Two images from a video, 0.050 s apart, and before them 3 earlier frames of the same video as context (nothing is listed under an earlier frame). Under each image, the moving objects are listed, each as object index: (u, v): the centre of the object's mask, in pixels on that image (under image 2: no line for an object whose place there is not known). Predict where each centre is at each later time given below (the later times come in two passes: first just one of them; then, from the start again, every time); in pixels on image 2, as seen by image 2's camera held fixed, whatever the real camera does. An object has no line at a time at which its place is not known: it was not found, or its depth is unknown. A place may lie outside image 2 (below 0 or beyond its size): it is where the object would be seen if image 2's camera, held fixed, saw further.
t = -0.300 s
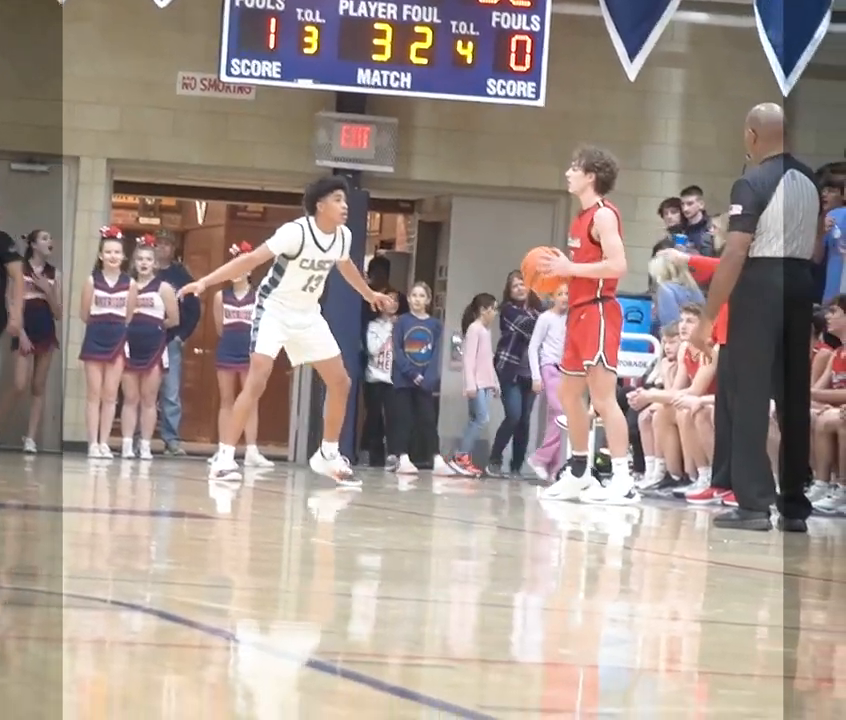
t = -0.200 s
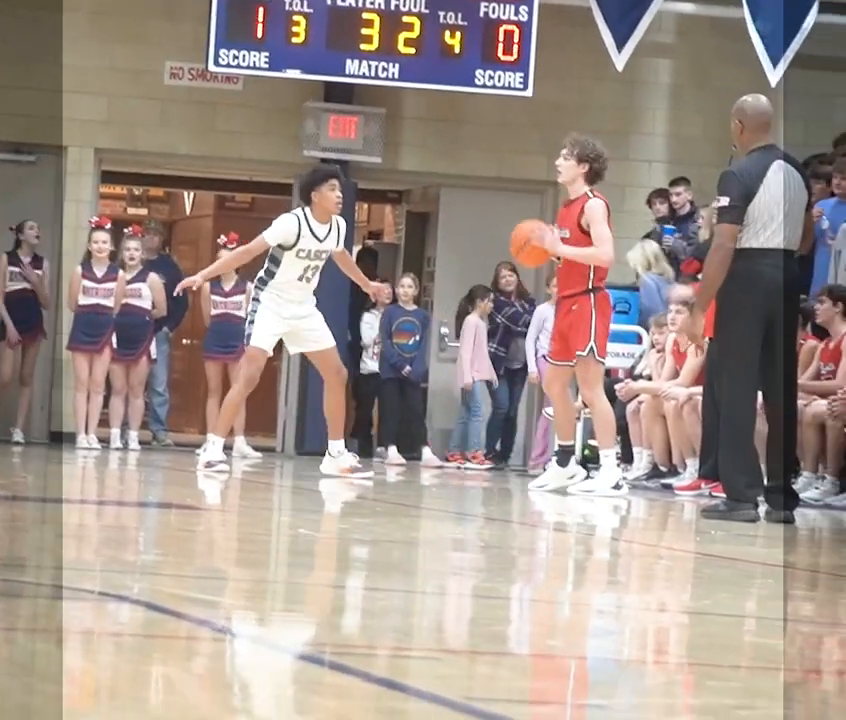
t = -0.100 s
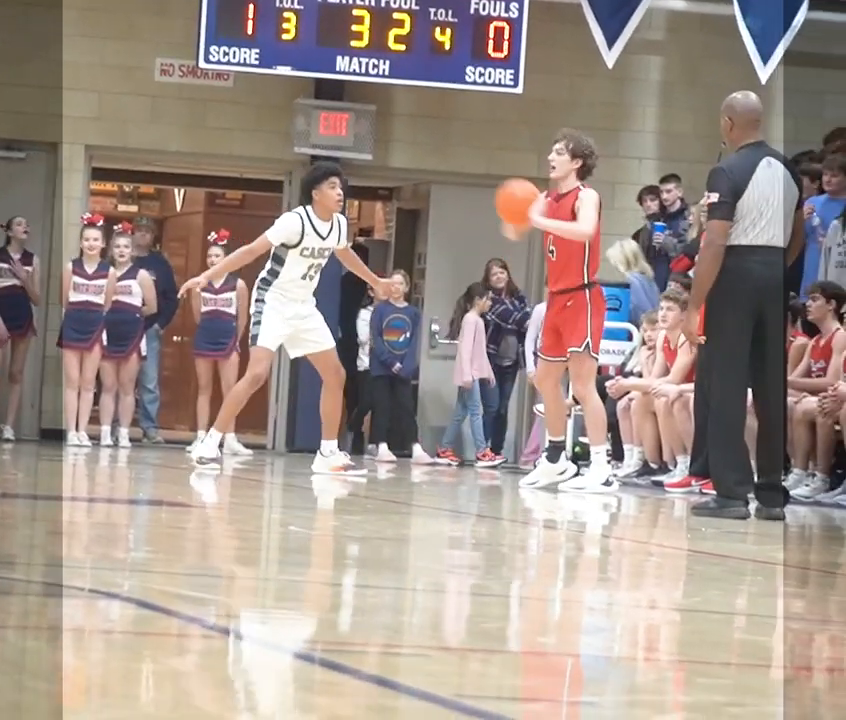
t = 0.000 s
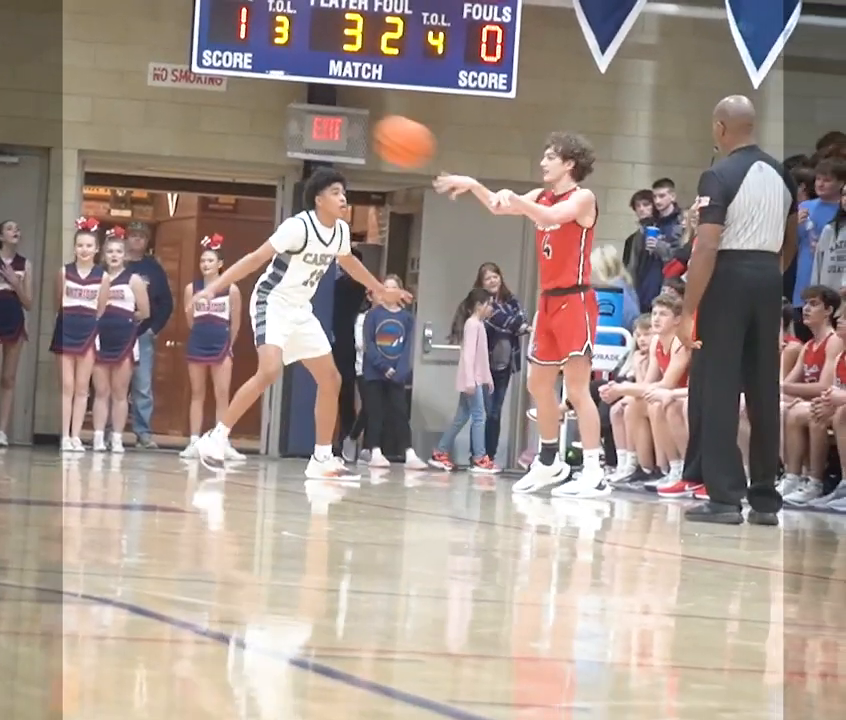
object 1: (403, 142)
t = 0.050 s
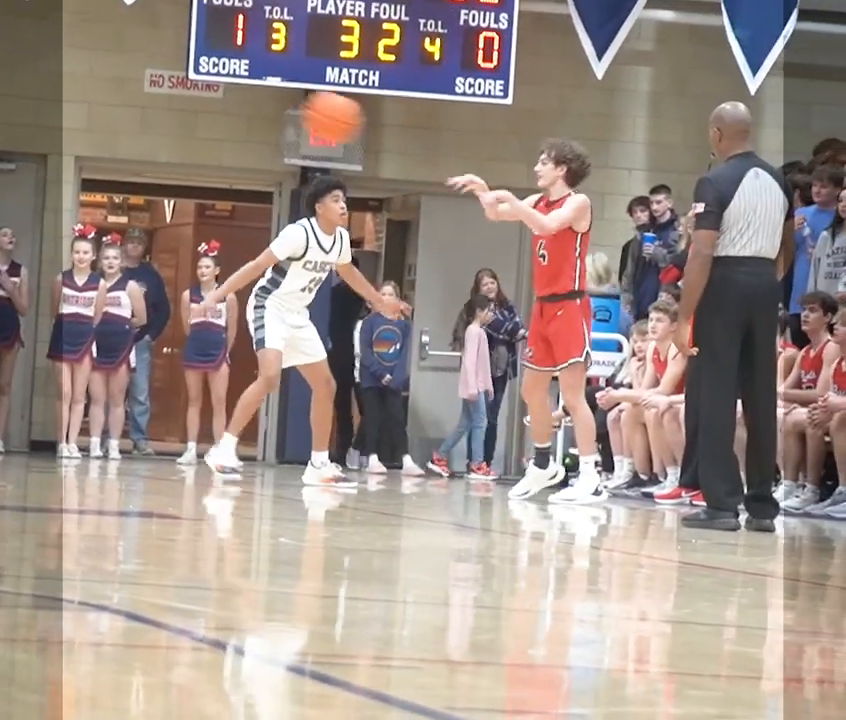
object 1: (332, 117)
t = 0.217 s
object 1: (89, 40)
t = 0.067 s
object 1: (307, 107)
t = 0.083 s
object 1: (283, 98)
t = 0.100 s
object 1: (261, 91)
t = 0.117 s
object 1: (239, 82)
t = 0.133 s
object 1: (211, 71)
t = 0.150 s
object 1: (184, 62)
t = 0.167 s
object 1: (160, 56)
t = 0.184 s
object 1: (139, 50)
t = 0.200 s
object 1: (114, 44)
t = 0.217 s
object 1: (89, 40)
